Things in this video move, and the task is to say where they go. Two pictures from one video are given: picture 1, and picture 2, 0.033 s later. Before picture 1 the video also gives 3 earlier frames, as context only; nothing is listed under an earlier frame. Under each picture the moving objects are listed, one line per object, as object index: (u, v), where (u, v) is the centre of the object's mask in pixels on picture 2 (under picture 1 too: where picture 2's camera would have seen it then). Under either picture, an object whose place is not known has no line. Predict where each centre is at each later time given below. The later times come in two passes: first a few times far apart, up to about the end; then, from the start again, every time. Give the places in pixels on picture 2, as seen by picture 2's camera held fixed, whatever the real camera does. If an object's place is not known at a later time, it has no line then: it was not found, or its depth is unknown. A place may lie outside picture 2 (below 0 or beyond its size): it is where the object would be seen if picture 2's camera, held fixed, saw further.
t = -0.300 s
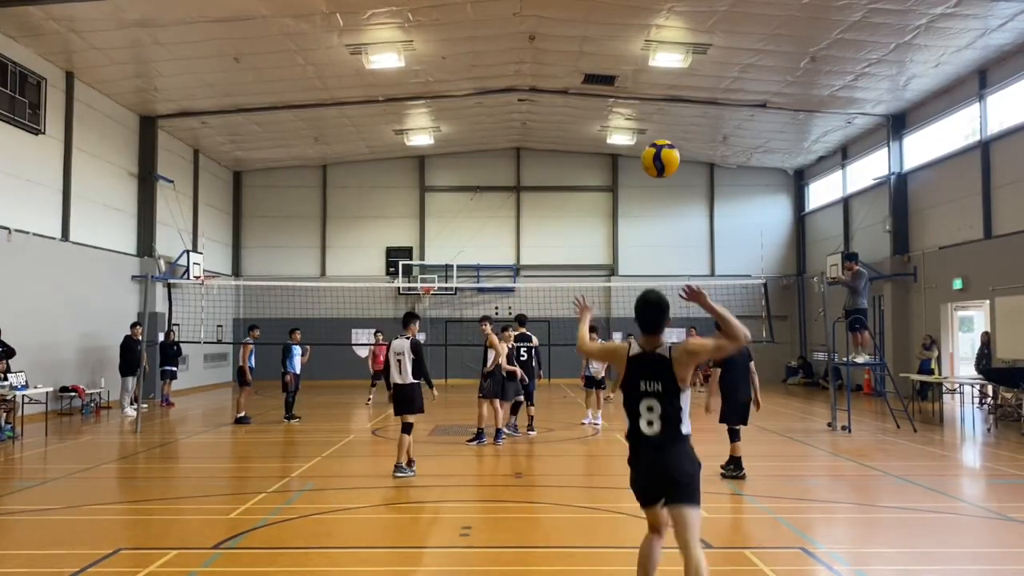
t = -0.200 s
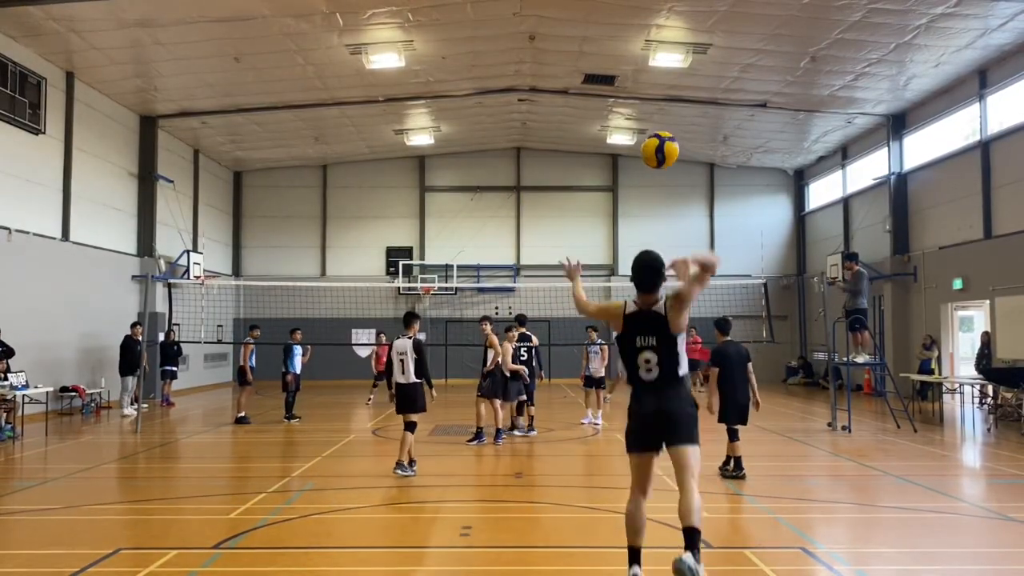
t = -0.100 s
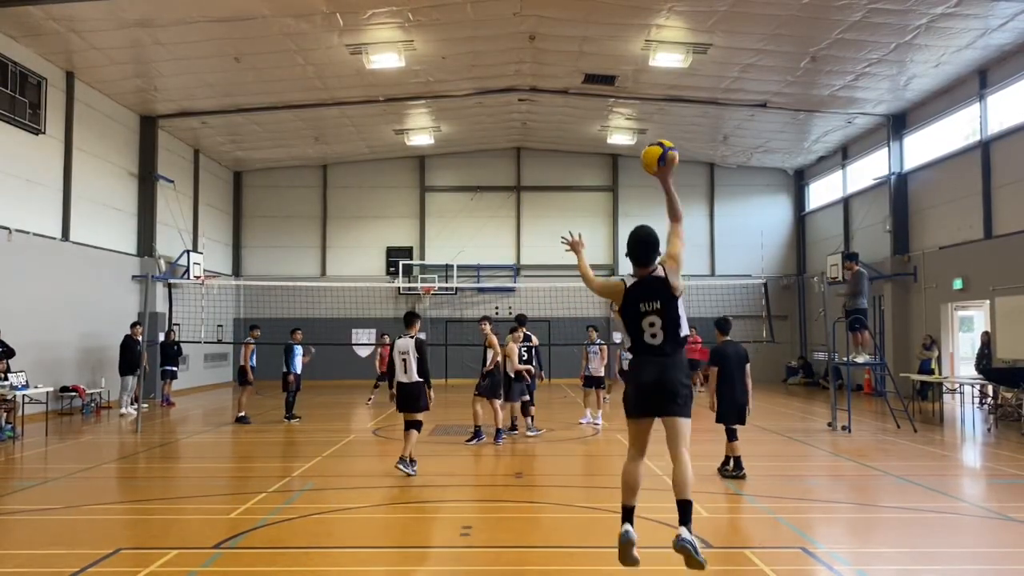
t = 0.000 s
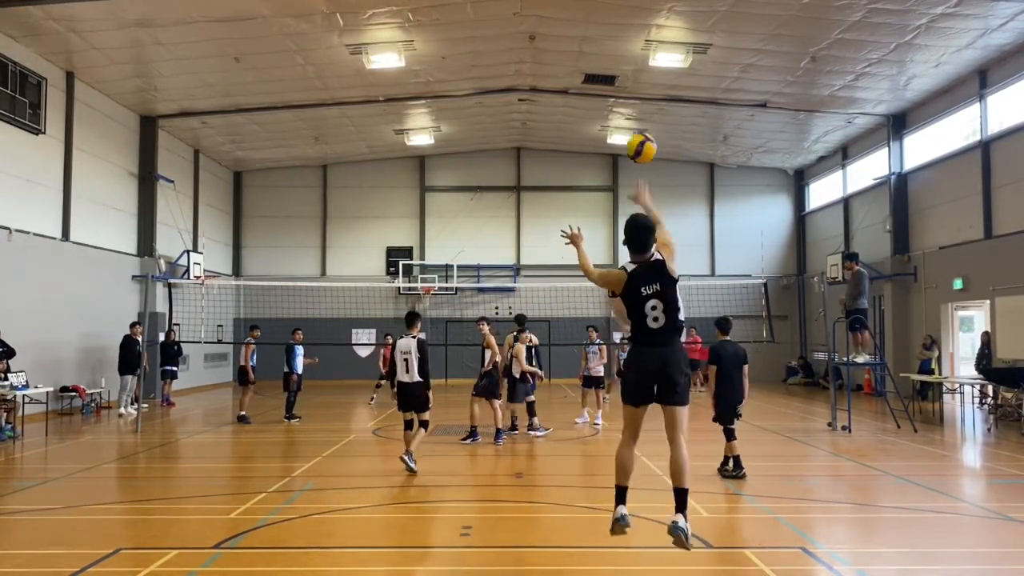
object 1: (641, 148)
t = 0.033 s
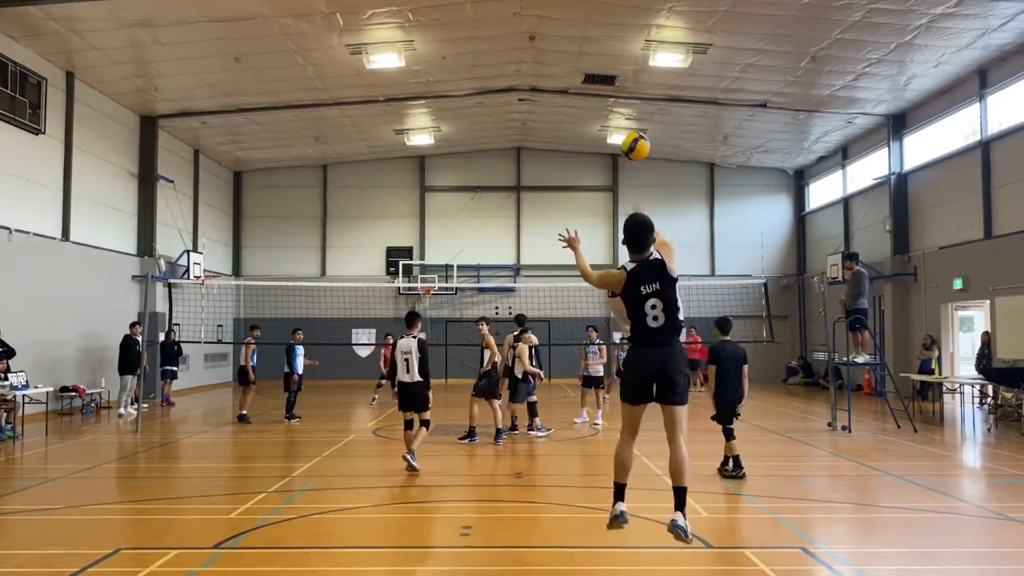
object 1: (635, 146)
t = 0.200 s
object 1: (619, 152)
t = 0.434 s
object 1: (615, 191)
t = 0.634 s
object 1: (617, 242)
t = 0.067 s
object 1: (631, 145)
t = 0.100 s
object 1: (627, 146)
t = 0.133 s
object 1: (623, 147)
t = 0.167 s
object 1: (621, 149)
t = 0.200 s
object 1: (619, 152)
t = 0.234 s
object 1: (618, 156)
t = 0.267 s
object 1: (617, 160)
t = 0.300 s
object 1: (616, 165)
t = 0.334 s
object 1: (616, 171)
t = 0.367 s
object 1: (615, 177)
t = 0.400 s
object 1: (615, 183)
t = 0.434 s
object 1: (615, 191)
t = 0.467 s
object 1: (615, 199)
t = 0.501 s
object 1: (615, 207)
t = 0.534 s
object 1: (616, 215)
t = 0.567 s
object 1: (616, 223)
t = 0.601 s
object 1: (616, 233)
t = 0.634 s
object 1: (617, 242)
